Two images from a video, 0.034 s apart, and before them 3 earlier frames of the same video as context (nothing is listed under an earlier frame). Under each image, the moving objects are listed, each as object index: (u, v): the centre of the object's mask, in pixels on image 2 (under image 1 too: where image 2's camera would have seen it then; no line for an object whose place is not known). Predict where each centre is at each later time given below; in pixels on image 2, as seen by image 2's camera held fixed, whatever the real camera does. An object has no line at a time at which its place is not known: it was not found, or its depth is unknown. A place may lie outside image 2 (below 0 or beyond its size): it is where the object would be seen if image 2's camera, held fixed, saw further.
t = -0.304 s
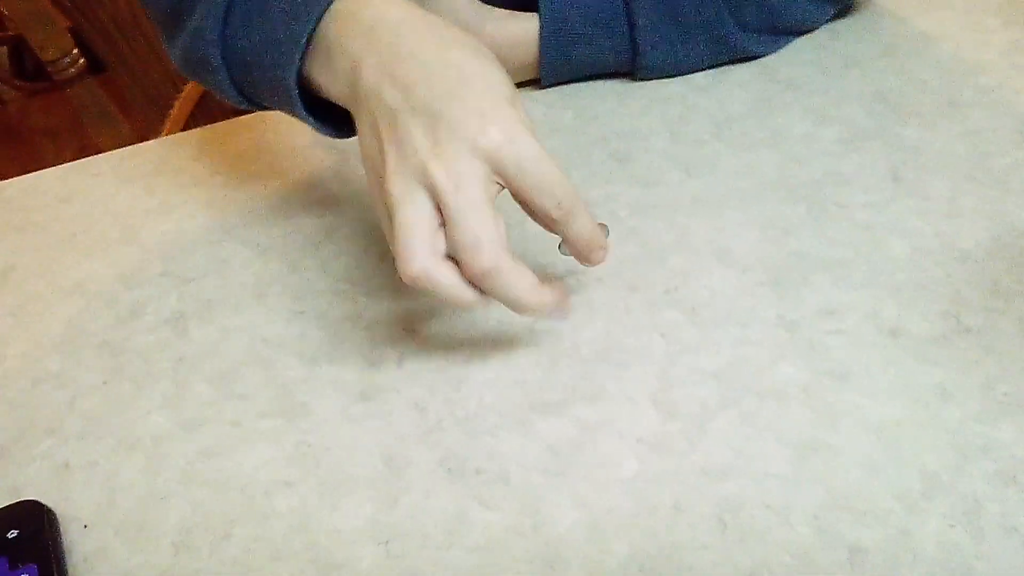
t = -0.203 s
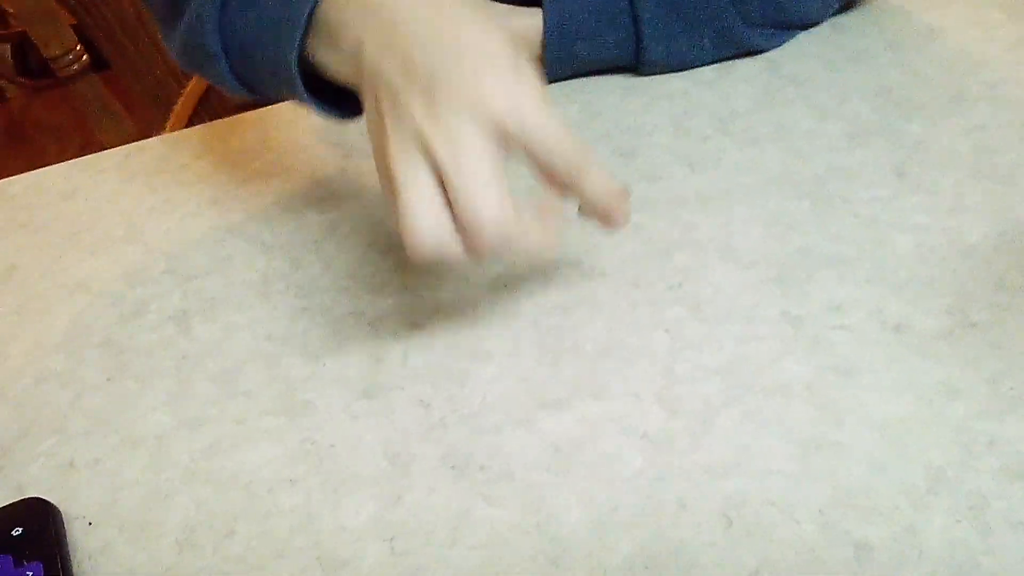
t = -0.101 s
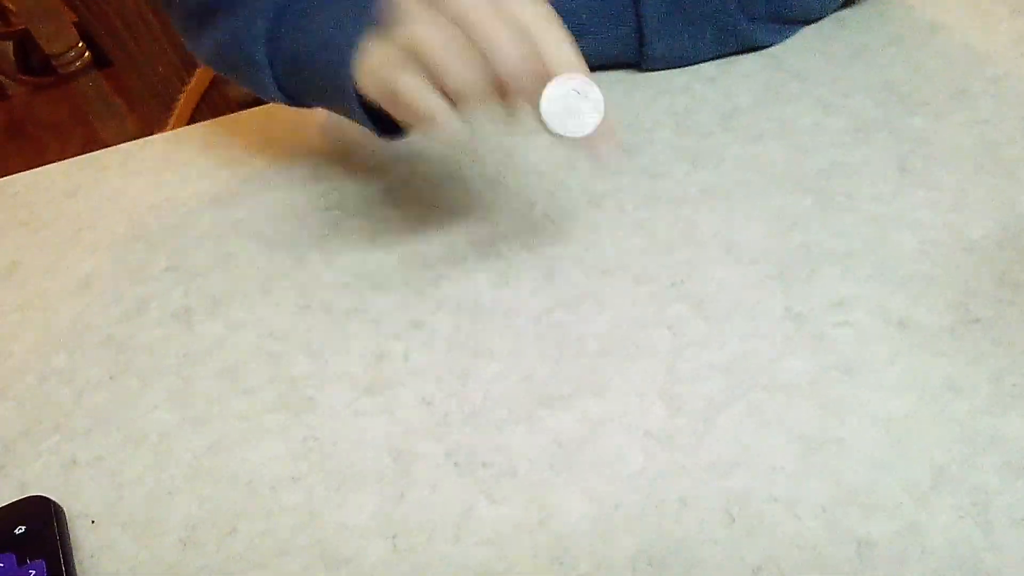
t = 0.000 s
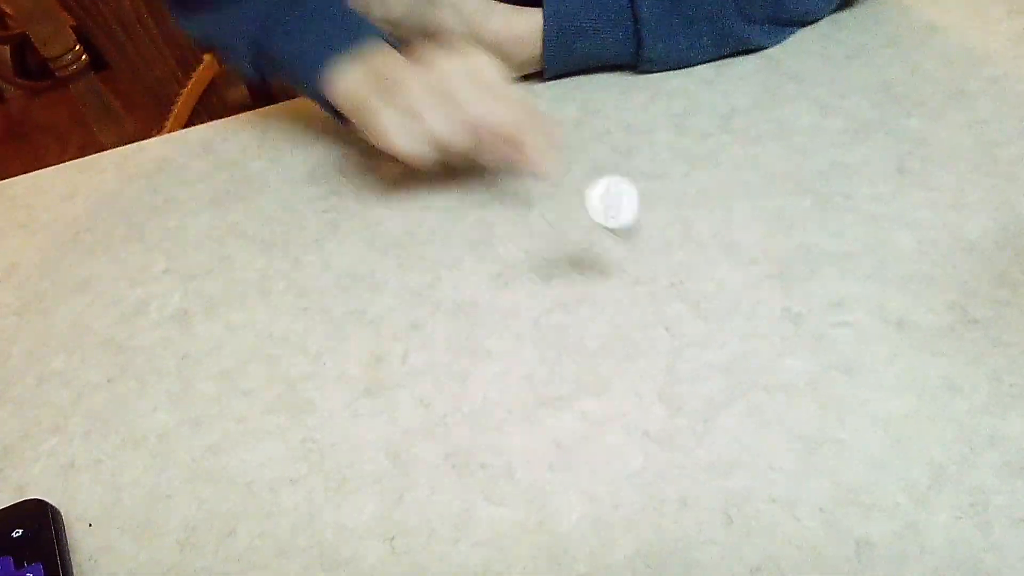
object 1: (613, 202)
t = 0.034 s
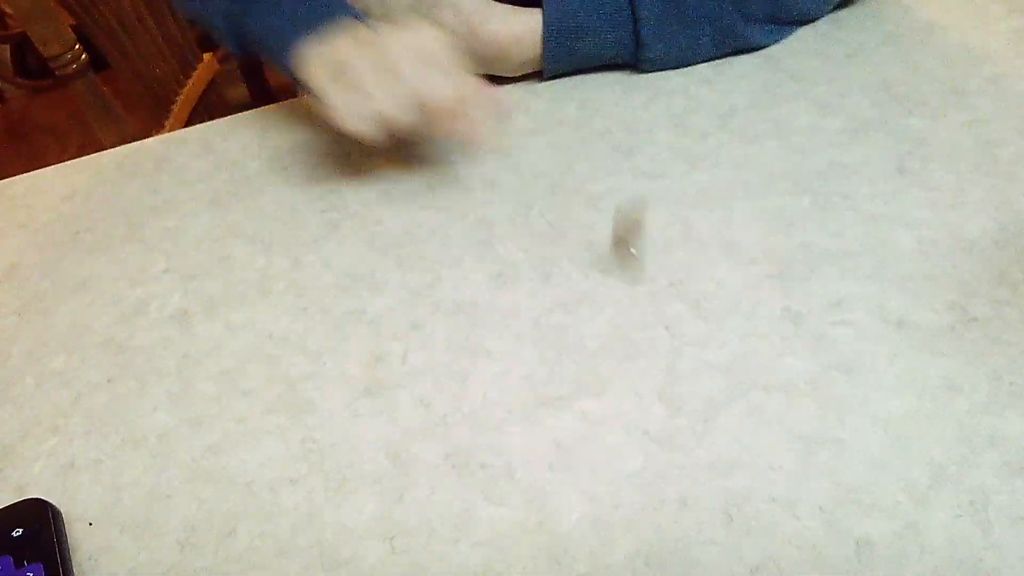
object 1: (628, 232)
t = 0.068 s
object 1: (635, 180)
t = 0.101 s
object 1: (640, 132)
